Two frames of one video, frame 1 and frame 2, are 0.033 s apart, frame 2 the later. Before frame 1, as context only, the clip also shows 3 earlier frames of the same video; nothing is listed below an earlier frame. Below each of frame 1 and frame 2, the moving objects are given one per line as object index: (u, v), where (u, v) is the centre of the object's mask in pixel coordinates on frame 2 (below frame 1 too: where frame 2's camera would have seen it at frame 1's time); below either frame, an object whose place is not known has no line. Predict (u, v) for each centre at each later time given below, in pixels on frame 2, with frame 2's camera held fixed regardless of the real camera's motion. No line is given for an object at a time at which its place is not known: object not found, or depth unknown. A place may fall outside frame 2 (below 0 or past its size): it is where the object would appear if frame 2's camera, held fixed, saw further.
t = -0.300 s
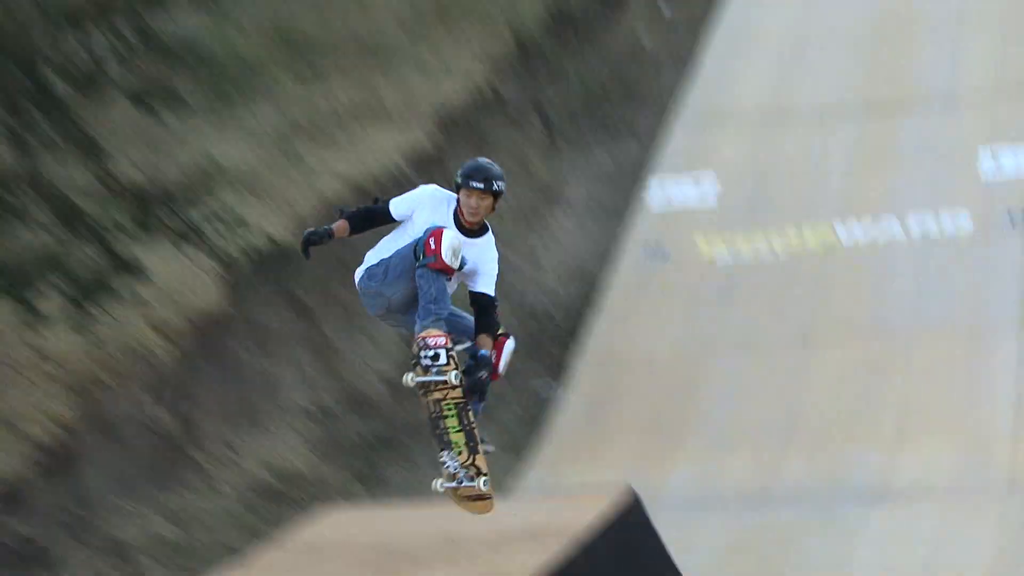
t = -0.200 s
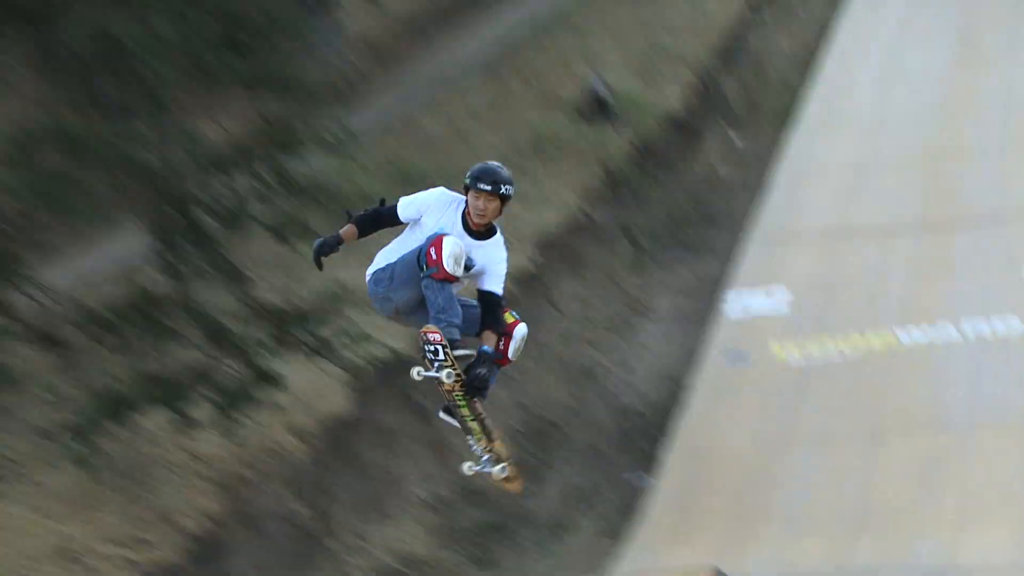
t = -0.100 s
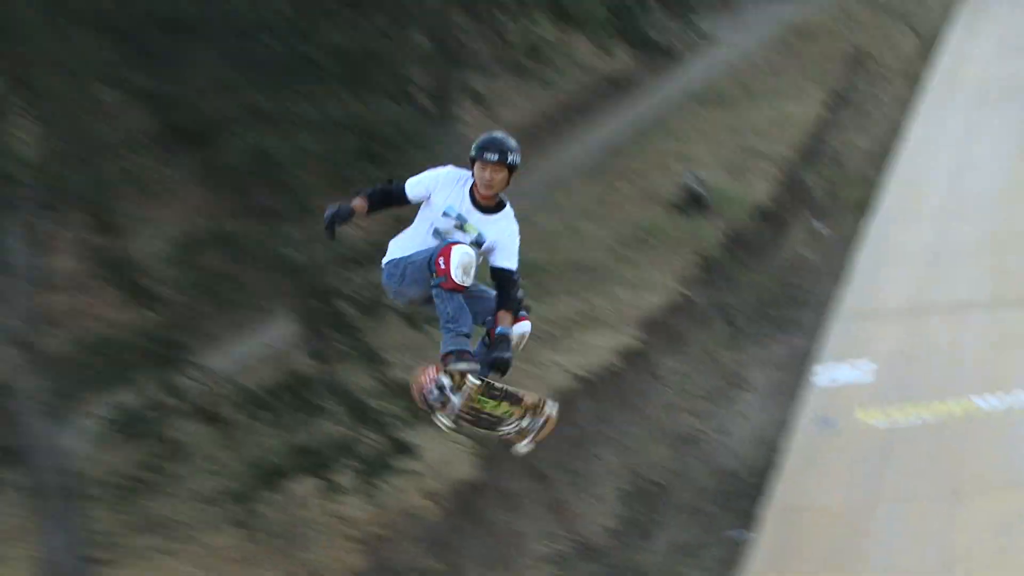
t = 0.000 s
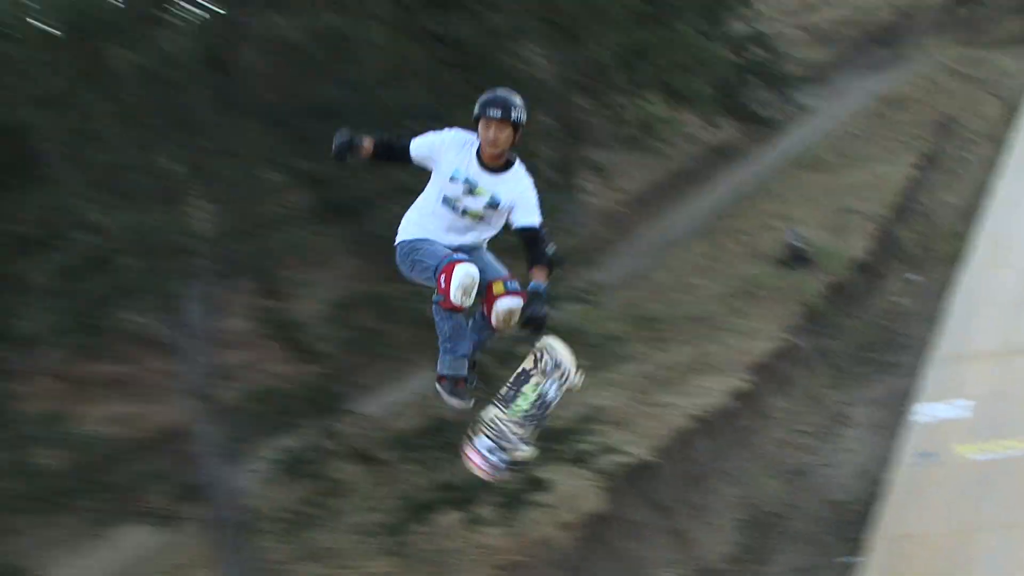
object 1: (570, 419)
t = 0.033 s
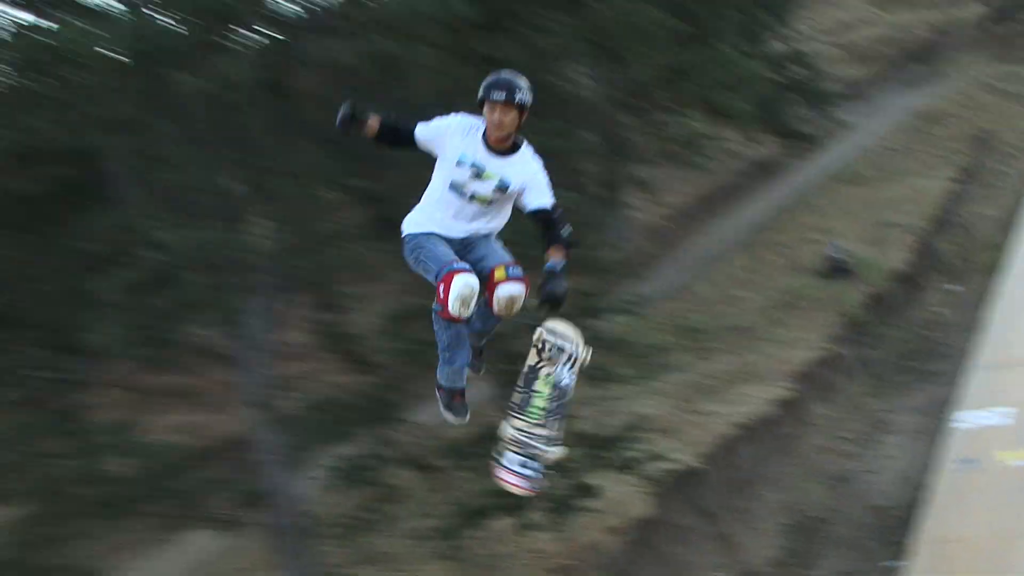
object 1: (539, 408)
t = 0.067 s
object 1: (507, 399)
